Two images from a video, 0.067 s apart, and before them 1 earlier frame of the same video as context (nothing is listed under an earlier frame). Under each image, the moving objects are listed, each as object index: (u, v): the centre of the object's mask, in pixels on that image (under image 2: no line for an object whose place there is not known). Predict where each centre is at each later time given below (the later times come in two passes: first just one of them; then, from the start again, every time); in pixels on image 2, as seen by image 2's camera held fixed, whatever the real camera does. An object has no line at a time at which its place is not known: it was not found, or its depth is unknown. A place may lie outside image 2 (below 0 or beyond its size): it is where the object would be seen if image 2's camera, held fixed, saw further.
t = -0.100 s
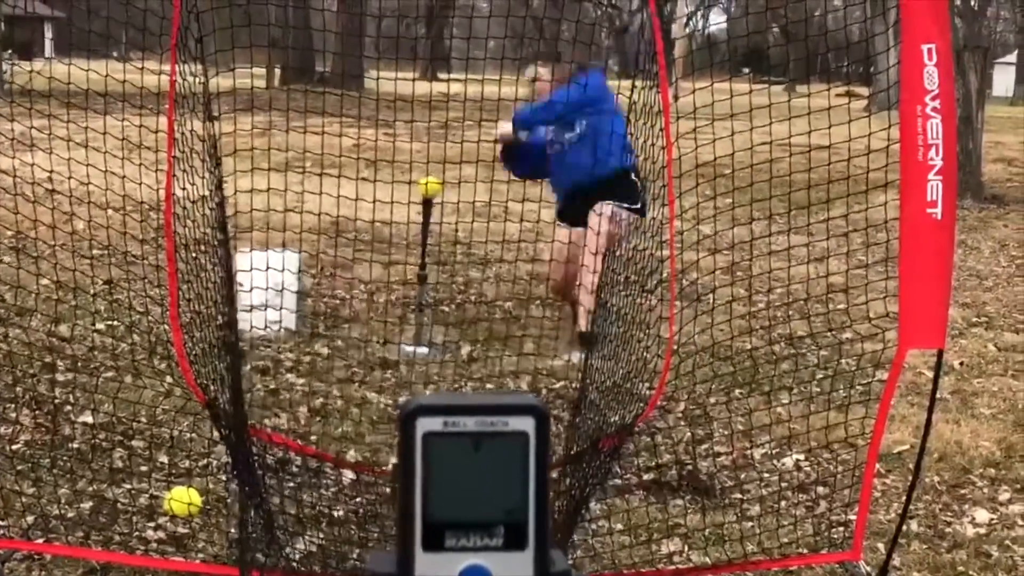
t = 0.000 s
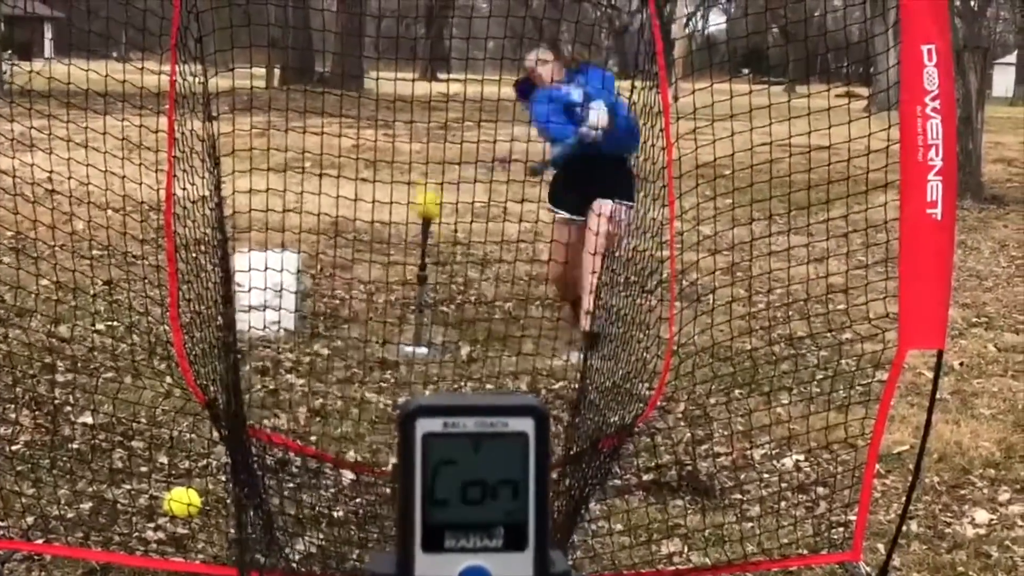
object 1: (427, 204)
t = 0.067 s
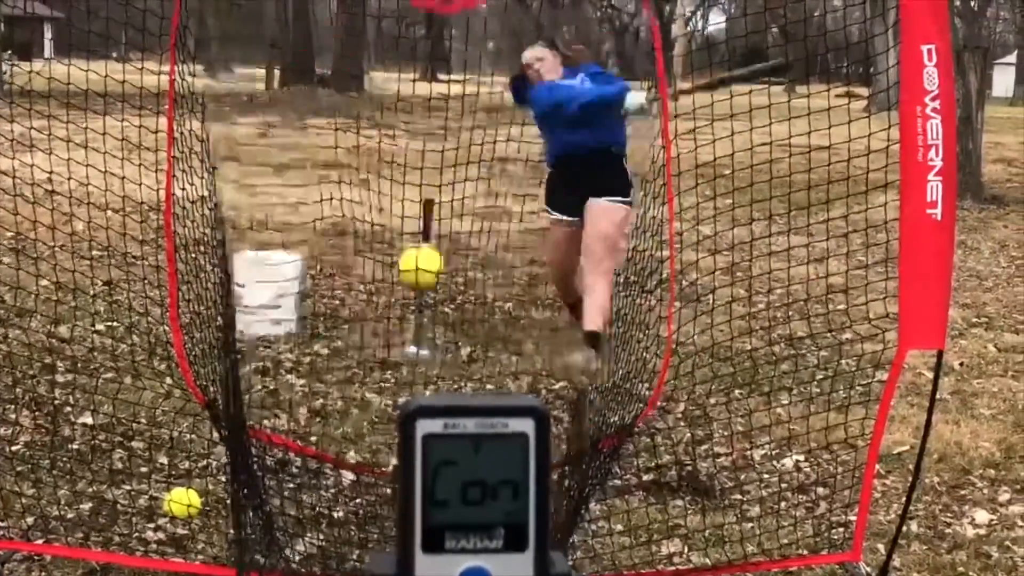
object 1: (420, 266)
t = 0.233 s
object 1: (419, 378)
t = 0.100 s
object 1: (415, 282)
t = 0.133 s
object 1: (410, 288)
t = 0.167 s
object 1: (410, 305)
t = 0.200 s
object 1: (412, 331)
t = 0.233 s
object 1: (419, 378)
